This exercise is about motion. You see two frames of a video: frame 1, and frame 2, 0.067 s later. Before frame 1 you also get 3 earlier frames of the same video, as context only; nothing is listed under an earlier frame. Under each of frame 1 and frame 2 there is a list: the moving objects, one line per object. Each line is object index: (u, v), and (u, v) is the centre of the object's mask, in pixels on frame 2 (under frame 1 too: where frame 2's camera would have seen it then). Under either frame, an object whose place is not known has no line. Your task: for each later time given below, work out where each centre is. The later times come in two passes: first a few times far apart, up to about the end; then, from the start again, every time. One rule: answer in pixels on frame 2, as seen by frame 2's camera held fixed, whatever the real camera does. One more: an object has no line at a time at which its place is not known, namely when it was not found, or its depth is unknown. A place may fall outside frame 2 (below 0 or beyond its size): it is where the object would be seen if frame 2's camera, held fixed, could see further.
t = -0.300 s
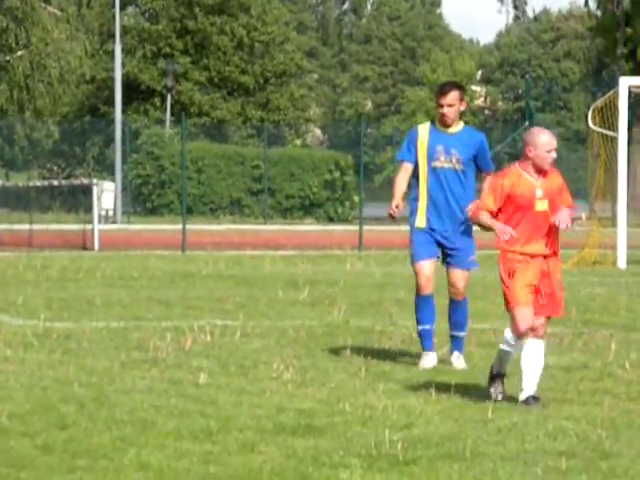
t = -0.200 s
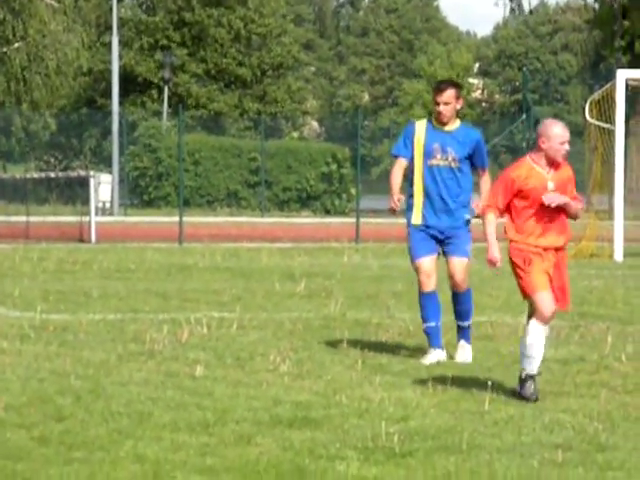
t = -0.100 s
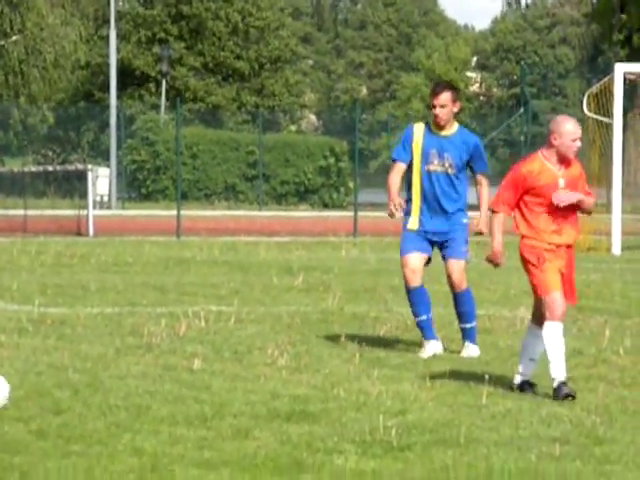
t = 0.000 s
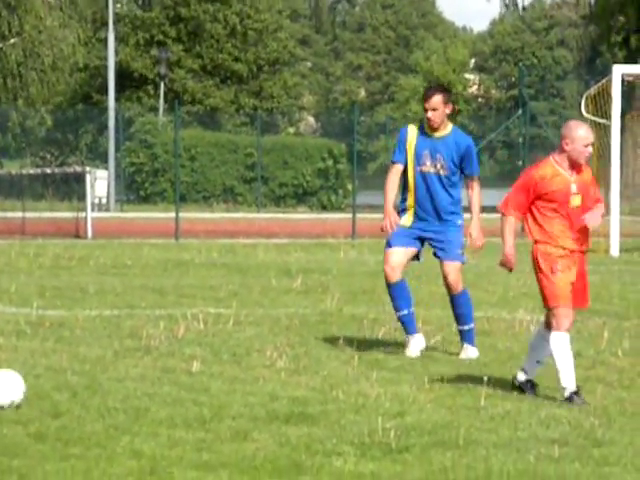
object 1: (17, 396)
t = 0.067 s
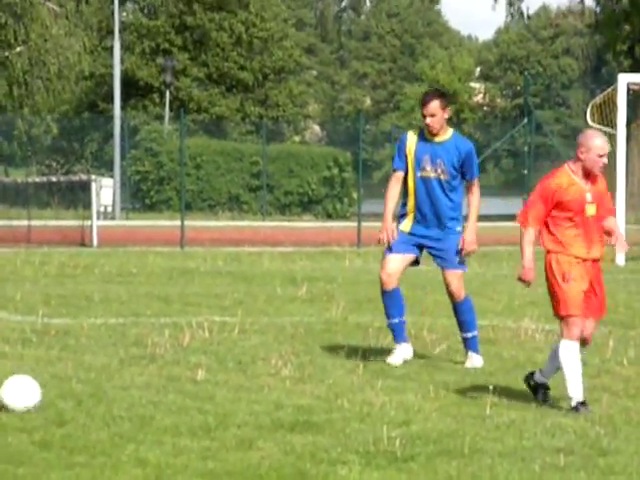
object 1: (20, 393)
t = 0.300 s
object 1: (53, 378)
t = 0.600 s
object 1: (83, 365)
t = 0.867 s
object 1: (108, 359)
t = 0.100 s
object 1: (25, 388)
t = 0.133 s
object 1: (30, 384)
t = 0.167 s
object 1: (35, 381)
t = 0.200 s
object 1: (40, 381)
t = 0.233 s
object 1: (45, 382)
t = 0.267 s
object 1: (49, 383)
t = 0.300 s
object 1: (53, 378)
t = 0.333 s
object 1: (57, 371)
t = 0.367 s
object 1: (60, 366)
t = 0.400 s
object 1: (64, 363)
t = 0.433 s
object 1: (67, 362)
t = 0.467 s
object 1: (70, 363)
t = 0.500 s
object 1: (74, 365)
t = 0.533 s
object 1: (77, 369)
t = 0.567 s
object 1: (79, 369)
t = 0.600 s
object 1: (83, 365)
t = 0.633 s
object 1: (86, 362)
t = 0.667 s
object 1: (89, 361)
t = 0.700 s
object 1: (92, 361)
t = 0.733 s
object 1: (95, 363)
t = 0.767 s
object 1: (98, 365)
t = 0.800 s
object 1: (102, 362)
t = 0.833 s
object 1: (104, 360)
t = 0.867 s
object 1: (108, 359)
